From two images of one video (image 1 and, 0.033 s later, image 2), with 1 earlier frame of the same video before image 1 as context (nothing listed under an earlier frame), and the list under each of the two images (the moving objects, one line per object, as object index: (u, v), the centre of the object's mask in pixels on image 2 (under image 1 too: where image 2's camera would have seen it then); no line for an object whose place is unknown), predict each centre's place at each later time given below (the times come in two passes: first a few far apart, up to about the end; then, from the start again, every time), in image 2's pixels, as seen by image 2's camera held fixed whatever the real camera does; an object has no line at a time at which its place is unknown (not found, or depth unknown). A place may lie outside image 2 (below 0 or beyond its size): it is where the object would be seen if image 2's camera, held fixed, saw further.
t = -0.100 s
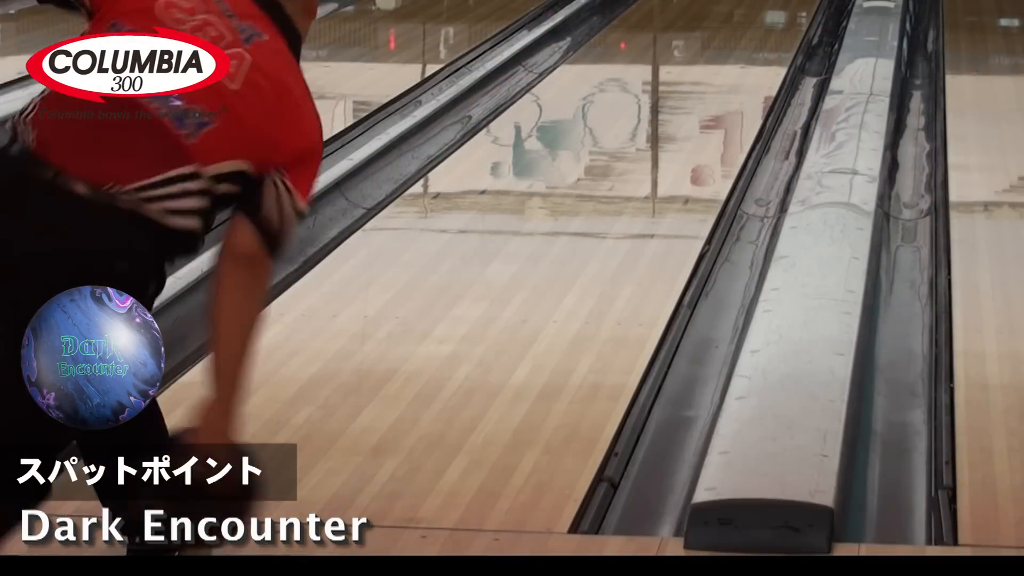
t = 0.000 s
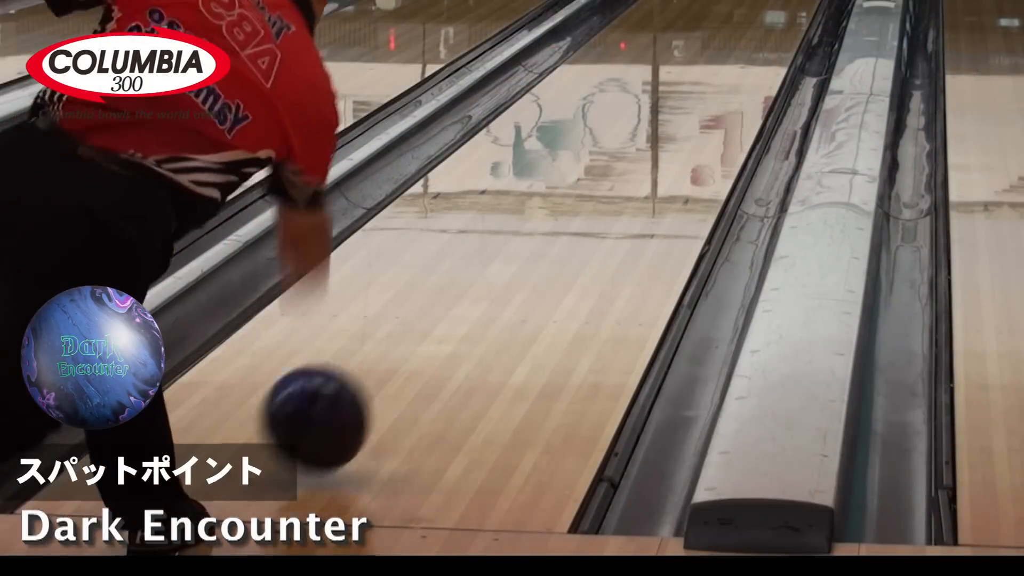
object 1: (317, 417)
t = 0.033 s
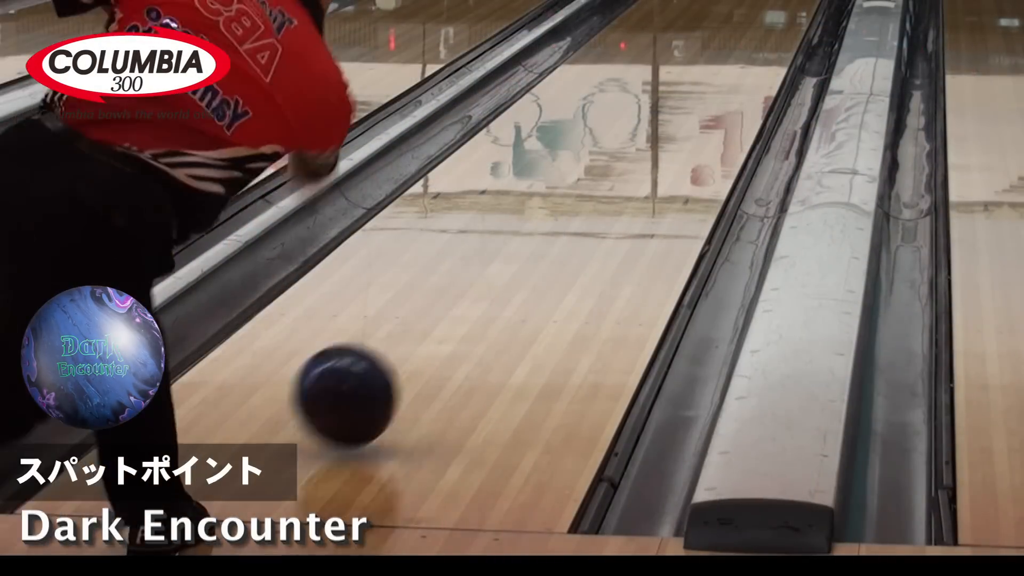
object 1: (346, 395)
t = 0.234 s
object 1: (485, 278)
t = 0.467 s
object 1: (589, 181)
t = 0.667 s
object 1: (650, 124)
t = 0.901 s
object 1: (702, 75)
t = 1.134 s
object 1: (740, 36)
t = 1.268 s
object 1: (757, 19)
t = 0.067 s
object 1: (373, 379)
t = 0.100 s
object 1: (399, 354)
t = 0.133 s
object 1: (423, 333)
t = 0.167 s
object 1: (445, 313)
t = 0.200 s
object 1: (466, 295)
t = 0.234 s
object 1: (485, 278)
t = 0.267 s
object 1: (503, 261)
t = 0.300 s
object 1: (520, 245)
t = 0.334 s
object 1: (535, 230)
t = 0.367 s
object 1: (550, 217)
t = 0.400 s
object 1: (564, 204)
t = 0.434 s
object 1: (577, 192)
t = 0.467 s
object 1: (589, 181)
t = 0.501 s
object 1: (601, 170)
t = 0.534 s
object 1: (612, 160)
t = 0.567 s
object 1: (622, 151)
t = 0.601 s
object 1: (632, 141)
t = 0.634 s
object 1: (642, 133)
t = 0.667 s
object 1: (650, 124)
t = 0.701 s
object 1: (659, 117)
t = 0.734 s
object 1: (667, 109)
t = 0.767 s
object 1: (675, 101)
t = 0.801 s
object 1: (682, 94)
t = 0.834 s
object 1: (689, 88)
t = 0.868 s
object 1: (696, 81)
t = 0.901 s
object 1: (702, 75)
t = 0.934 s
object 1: (708, 69)
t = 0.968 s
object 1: (714, 63)
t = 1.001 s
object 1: (719, 58)
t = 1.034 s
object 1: (725, 52)
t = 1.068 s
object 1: (730, 47)
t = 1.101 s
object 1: (735, 41)
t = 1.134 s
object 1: (740, 36)
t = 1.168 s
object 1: (744, 32)
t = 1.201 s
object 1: (749, 28)
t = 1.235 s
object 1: (753, 23)
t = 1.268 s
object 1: (757, 19)
